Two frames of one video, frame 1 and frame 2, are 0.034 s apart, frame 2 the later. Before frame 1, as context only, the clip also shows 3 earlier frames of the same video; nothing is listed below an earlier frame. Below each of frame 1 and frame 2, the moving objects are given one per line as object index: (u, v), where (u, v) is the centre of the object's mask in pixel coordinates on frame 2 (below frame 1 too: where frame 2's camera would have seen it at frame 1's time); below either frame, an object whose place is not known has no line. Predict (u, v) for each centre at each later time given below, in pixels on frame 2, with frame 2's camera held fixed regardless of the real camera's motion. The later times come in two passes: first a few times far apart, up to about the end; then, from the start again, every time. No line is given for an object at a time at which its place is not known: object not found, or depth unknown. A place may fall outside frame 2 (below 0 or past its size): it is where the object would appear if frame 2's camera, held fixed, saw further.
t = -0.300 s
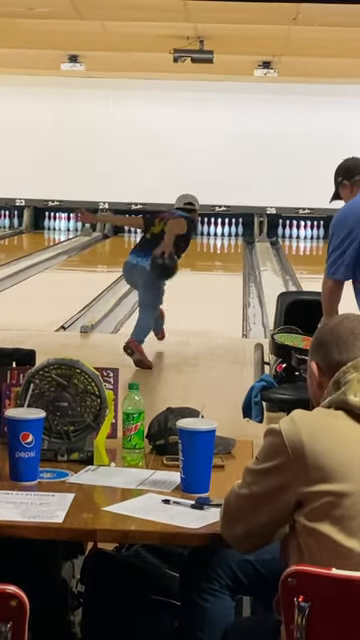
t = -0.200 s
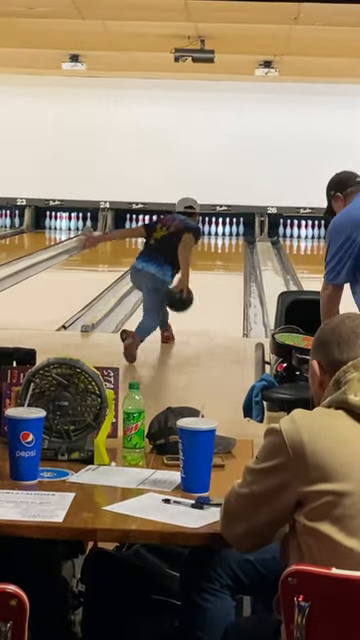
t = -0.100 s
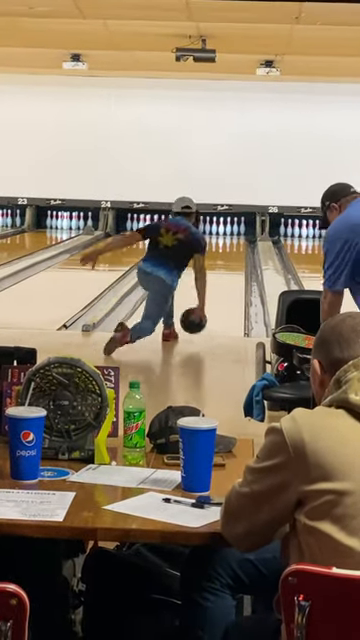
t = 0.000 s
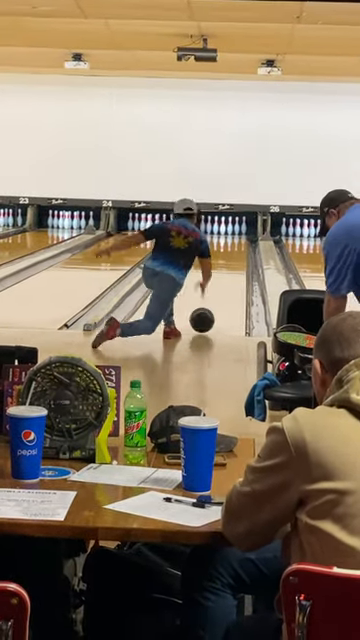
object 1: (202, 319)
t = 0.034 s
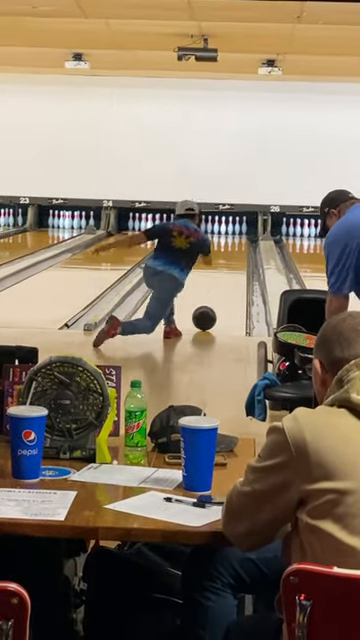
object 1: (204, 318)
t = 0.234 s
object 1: (213, 302)
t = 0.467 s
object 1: (221, 286)
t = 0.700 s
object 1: (228, 274)
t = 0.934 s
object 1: (232, 265)
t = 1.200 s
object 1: (236, 256)
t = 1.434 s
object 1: (239, 250)
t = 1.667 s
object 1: (240, 244)
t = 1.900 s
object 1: (238, 240)
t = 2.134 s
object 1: (236, 236)
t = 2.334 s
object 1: (233, 233)
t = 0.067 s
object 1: (206, 315)
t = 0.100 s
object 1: (207, 312)
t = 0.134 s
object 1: (209, 310)
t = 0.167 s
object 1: (210, 307)
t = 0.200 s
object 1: (212, 304)
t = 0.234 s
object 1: (213, 302)
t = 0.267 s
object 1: (214, 299)
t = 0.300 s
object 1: (216, 297)
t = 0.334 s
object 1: (217, 295)
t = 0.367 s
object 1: (218, 293)
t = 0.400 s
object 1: (219, 291)
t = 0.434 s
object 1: (220, 289)
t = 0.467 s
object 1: (221, 286)
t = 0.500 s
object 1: (222, 284)
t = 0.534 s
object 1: (223, 282)
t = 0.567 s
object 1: (224, 281)
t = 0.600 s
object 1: (225, 279)
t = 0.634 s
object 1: (225, 278)
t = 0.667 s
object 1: (220, 278)
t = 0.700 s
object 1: (228, 274)
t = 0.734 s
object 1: (228, 273)
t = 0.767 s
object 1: (229, 271)
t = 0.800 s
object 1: (229, 270)
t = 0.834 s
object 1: (230, 269)
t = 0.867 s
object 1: (231, 267)
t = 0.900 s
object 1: (232, 266)
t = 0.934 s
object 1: (232, 265)
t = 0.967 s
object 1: (233, 264)
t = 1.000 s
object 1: (233, 262)
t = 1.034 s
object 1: (234, 261)
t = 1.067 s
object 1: (234, 260)
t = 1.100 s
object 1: (235, 259)
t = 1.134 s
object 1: (236, 258)
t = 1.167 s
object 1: (236, 257)
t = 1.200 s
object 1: (236, 256)
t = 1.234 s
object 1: (236, 255)
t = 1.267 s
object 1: (237, 254)
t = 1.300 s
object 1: (237, 253)
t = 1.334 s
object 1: (240, 251)
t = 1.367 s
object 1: (238, 252)
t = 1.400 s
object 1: (239, 250)
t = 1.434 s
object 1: (239, 250)
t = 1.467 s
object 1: (239, 249)
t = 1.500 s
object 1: (240, 248)
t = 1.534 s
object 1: (240, 247)
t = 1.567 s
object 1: (240, 246)
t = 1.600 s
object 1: (240, 245)
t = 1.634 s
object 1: (240, 245)
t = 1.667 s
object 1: (240, 244)
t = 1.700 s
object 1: (240, 244)
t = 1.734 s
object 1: (239, 243)
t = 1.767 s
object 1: (239, 242)
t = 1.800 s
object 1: (239, 242)
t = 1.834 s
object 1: (238, 241)
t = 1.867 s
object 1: (238, 240)
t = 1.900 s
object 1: (238, 240)
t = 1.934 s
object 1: (238, 239)
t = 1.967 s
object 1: (237, 240)
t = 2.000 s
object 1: (237, 237)
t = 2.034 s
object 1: (237, 237)
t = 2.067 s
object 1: (237, 237)
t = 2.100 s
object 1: (236, 236)
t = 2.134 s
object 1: (236, 236)
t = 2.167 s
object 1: (236, 235)
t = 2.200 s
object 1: (235, 235)
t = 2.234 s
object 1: (234, 234)
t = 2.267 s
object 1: (234, 234)
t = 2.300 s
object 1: (233, 233)
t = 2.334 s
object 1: (233, 233)
